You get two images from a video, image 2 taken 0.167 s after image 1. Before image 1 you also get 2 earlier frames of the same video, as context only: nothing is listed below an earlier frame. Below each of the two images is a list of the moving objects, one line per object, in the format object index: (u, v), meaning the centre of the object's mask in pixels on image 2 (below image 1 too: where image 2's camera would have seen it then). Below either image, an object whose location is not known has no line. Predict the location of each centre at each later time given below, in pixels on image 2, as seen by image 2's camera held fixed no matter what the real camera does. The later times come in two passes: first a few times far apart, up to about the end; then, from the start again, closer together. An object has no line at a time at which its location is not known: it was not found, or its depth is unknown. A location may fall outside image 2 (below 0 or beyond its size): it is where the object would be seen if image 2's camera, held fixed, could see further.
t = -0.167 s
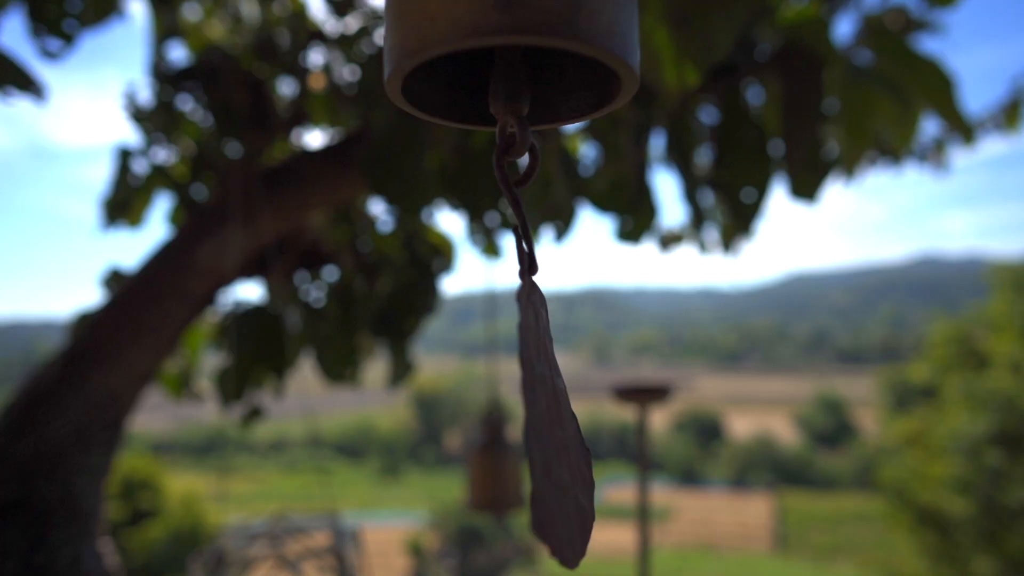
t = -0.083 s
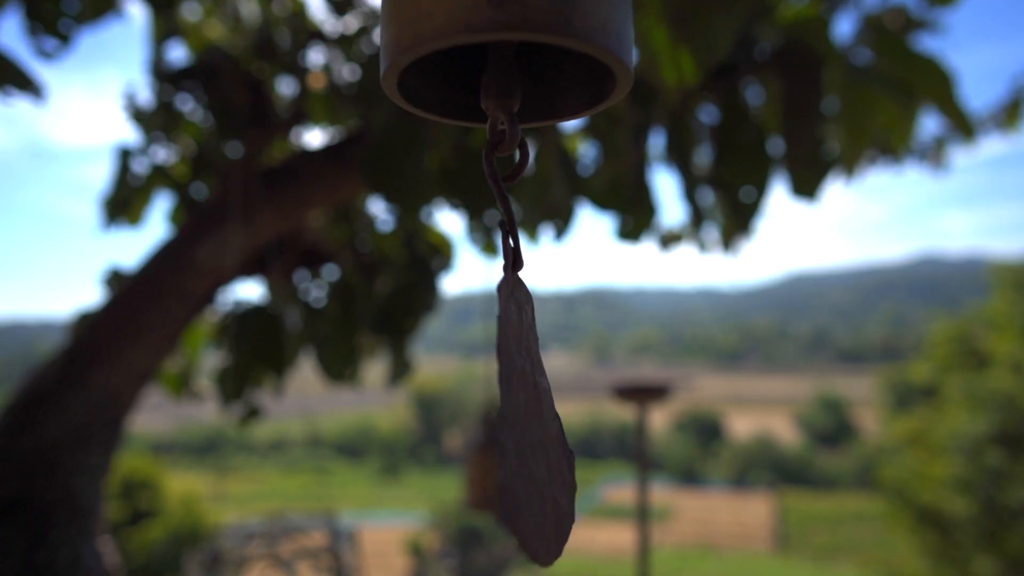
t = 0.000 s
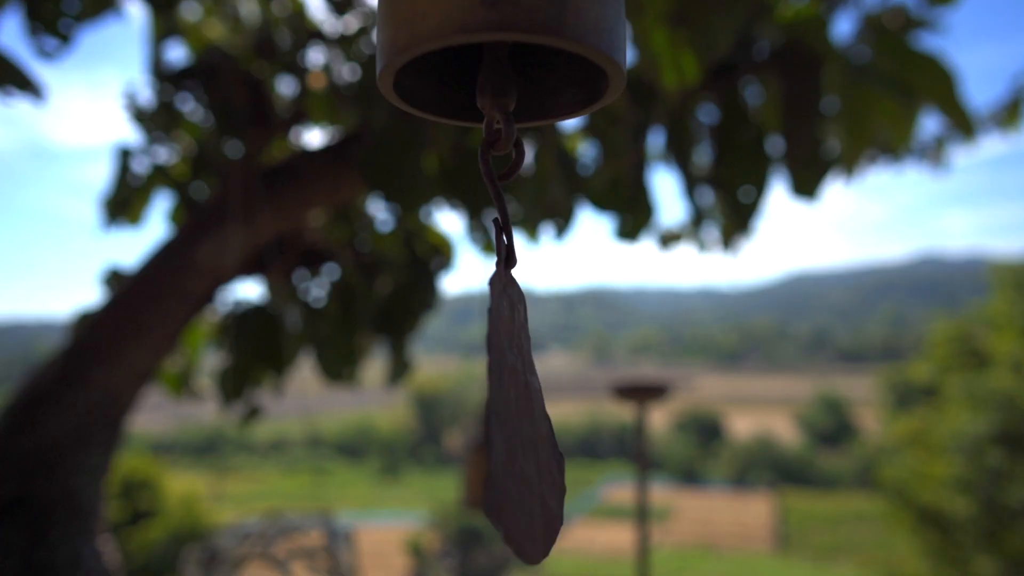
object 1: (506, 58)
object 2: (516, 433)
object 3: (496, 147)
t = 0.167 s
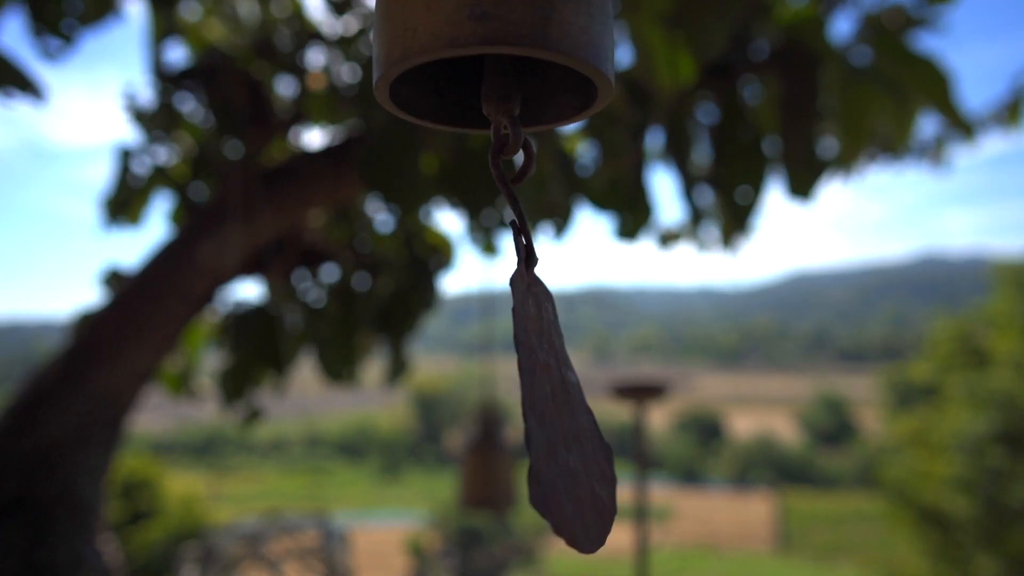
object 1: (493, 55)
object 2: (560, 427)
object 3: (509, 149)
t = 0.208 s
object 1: (493, 59)
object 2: (577, 423)
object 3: (515, 151)
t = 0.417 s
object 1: (502, 58)
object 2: (571, 423)
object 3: (518, 161)
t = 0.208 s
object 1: (493, 59)
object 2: (577, 423)
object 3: (515, 151)
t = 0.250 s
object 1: (493, 59)
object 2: (590, 421)
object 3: (520, 152)
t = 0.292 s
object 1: (495, 60)
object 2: (598, 420)
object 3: (523, 154)
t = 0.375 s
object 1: (499, 59)
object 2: (585, 423)
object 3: (521, 158)
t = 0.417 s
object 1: (502, 58)
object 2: (571, 423)
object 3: (518, 161)
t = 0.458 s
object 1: (504, 58)
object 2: (558, 423)
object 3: (513, 160)
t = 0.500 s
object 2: (547, 423)
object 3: (510, 161)
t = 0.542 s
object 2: (541, 423)
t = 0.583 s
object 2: (536, 423)
